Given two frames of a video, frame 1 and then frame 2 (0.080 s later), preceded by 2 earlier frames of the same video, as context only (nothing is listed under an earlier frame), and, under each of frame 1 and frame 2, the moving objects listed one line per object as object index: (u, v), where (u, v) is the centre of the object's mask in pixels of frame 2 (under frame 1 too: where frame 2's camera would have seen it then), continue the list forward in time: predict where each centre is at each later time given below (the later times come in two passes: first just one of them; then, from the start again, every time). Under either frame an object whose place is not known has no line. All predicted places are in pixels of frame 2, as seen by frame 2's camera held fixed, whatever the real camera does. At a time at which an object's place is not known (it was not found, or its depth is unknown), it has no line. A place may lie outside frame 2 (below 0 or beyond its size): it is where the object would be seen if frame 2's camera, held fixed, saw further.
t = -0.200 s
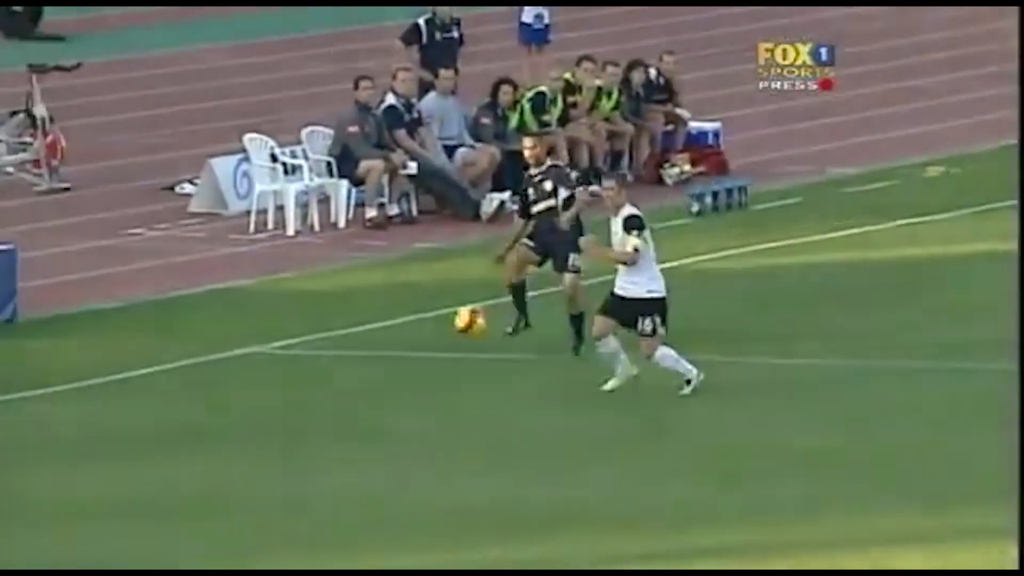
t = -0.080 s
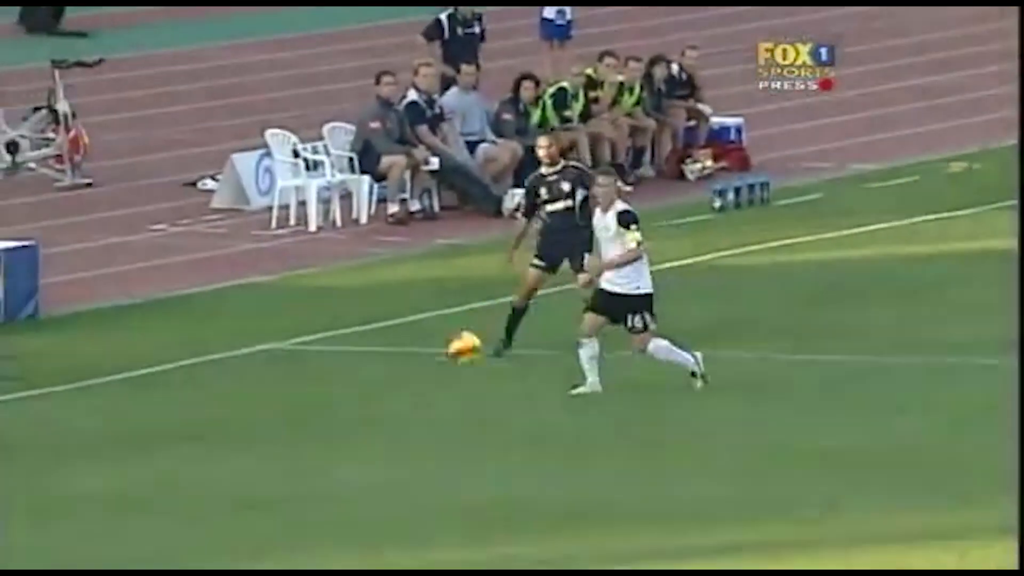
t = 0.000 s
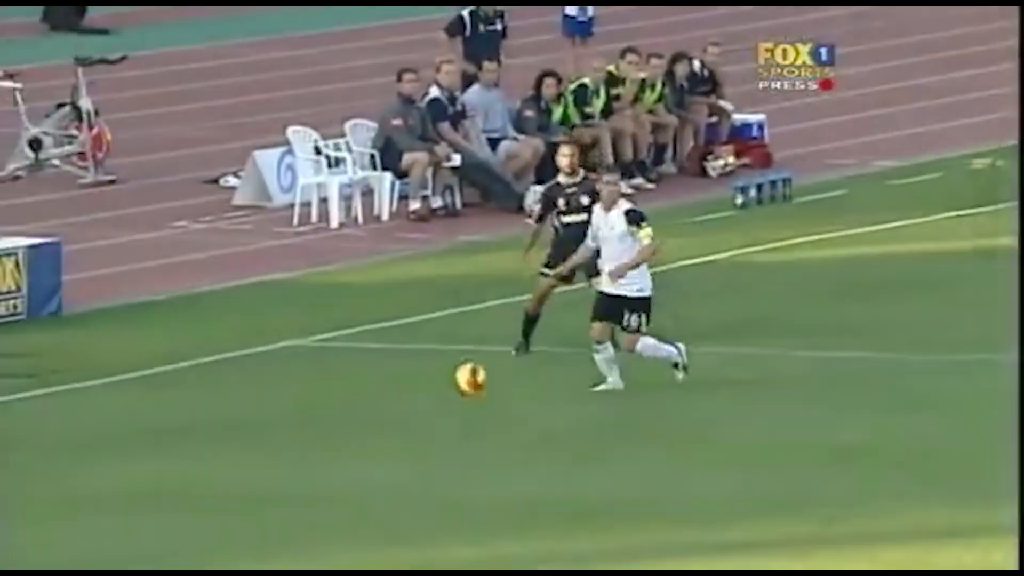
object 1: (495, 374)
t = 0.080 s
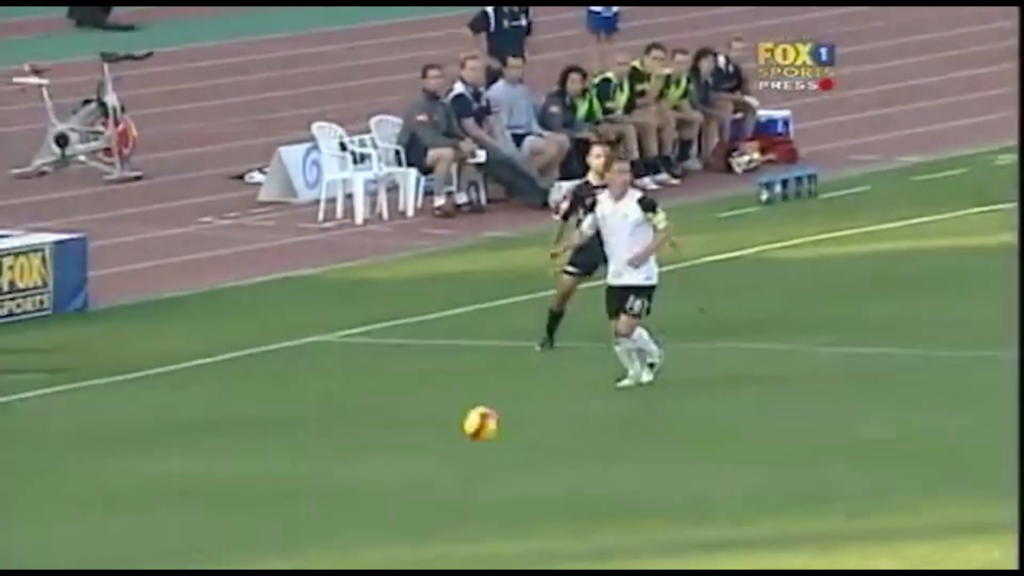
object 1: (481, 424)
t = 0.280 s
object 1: (462, 448)
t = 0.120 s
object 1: (474, 453)
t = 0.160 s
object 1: (471, 459)
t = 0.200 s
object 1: (467, 452)
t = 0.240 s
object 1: (464, 448)
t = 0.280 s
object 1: (462, 448)
